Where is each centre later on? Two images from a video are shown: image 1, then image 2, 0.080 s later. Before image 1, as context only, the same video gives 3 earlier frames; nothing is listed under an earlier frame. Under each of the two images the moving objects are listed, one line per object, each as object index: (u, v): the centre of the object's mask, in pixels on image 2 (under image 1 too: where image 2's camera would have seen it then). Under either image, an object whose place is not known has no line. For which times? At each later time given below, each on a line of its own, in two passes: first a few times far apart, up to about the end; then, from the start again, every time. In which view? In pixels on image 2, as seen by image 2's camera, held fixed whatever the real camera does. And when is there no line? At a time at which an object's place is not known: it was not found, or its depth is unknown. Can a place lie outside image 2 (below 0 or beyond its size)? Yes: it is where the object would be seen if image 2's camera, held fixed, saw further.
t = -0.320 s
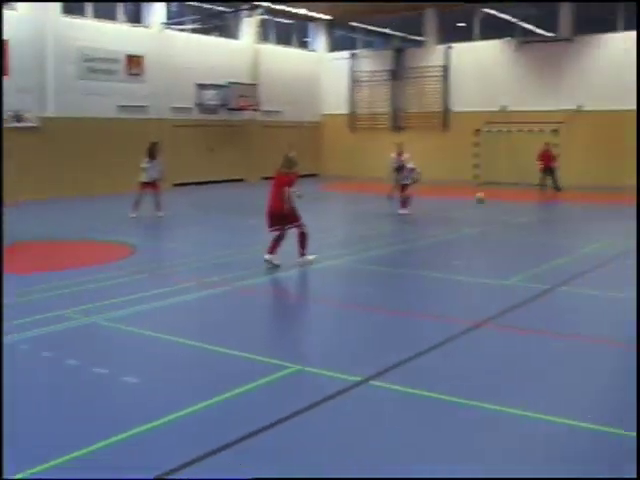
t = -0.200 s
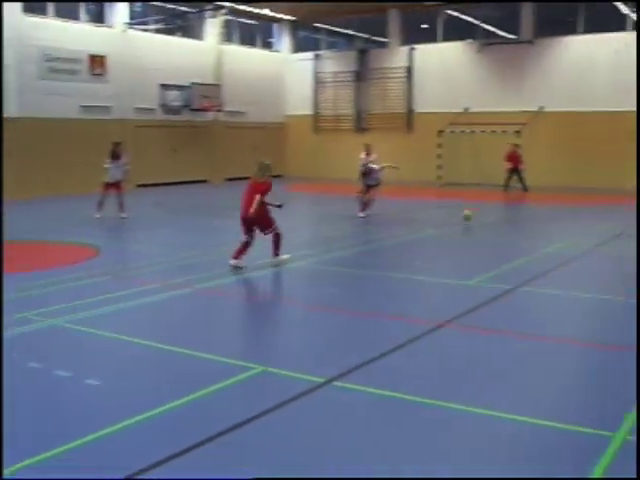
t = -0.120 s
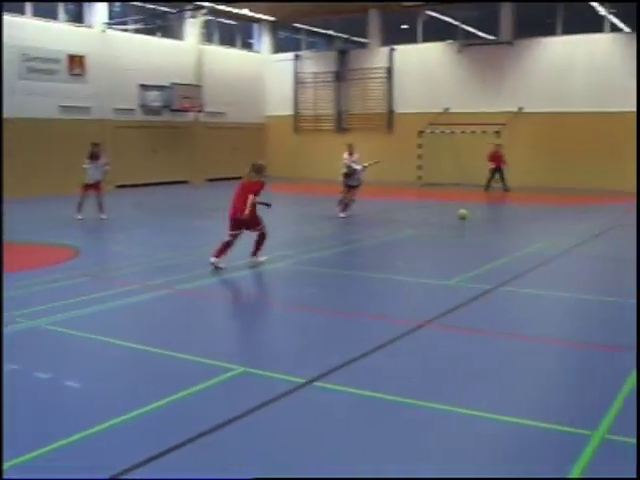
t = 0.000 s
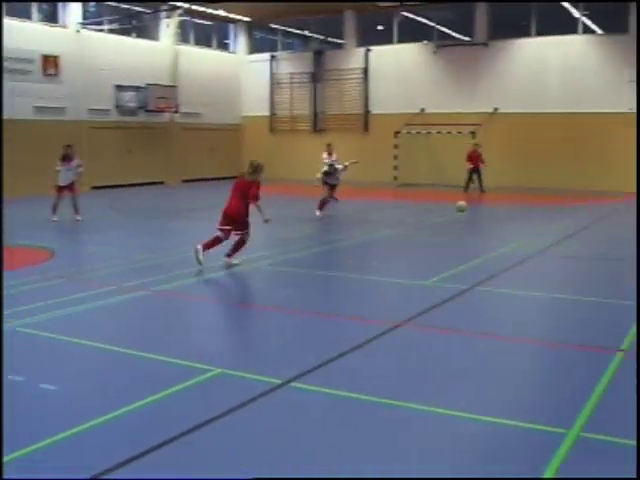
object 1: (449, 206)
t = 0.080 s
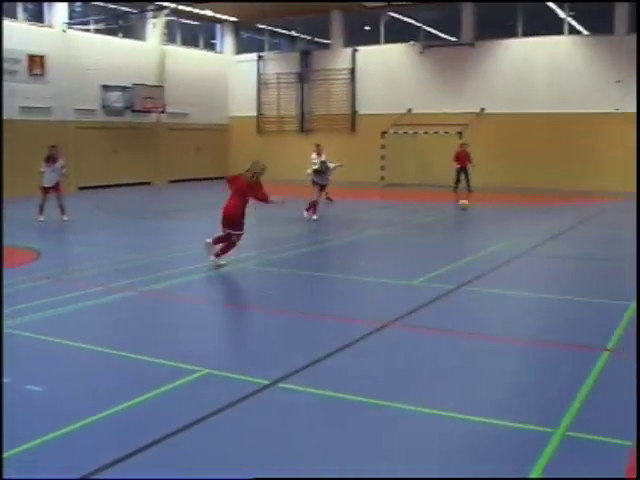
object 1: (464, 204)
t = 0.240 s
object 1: (492, 210)
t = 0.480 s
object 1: (534, 216)
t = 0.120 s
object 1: (471, 205)
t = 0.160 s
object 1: (477, 206)
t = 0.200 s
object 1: (484, 207)
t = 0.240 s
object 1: (492, 210)
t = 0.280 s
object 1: (500, 213)
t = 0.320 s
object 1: (507, 218)
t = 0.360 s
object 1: (514, 223)
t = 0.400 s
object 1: (521, 220)
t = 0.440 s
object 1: (528, 217)
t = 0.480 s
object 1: (534, 216)
